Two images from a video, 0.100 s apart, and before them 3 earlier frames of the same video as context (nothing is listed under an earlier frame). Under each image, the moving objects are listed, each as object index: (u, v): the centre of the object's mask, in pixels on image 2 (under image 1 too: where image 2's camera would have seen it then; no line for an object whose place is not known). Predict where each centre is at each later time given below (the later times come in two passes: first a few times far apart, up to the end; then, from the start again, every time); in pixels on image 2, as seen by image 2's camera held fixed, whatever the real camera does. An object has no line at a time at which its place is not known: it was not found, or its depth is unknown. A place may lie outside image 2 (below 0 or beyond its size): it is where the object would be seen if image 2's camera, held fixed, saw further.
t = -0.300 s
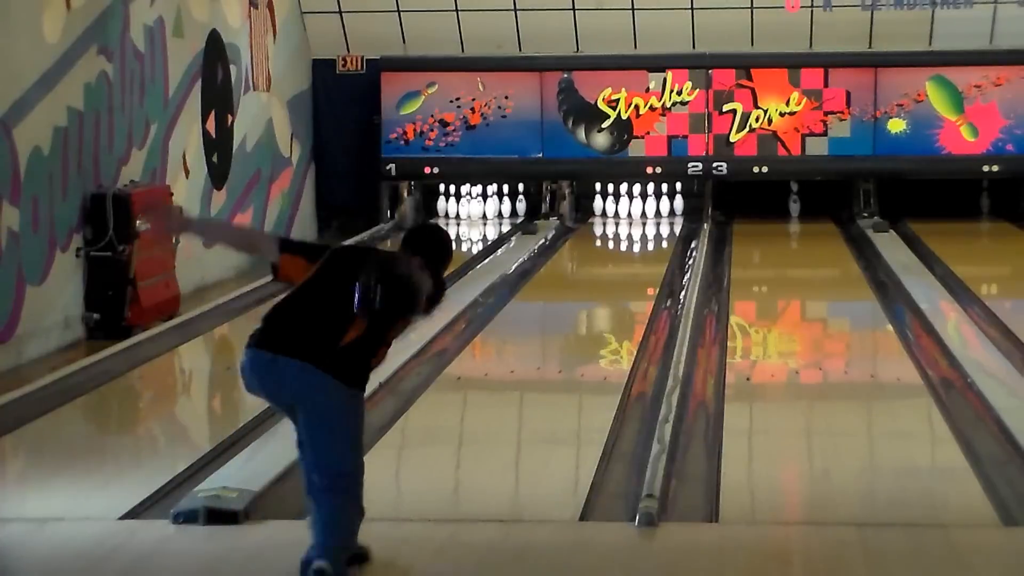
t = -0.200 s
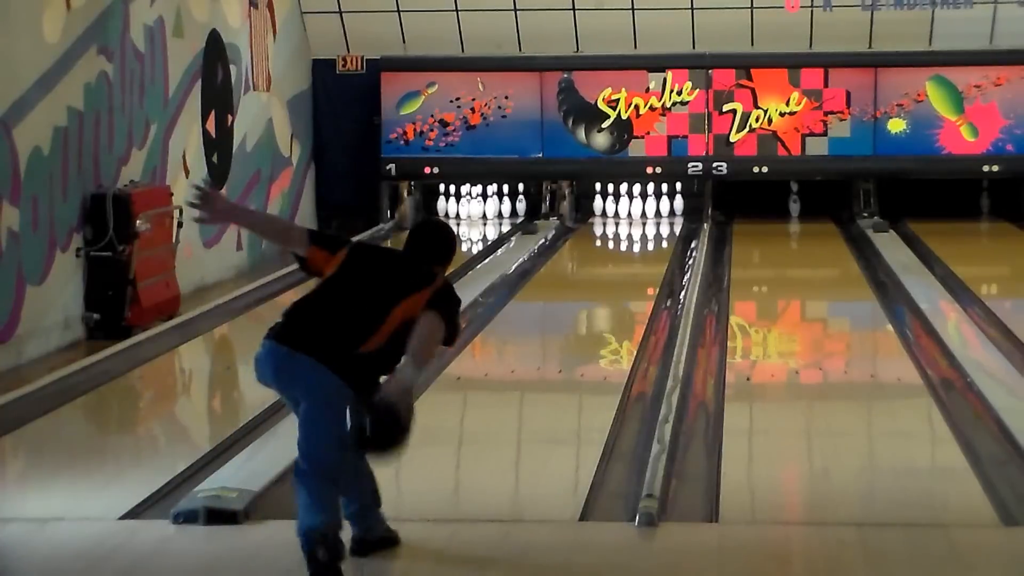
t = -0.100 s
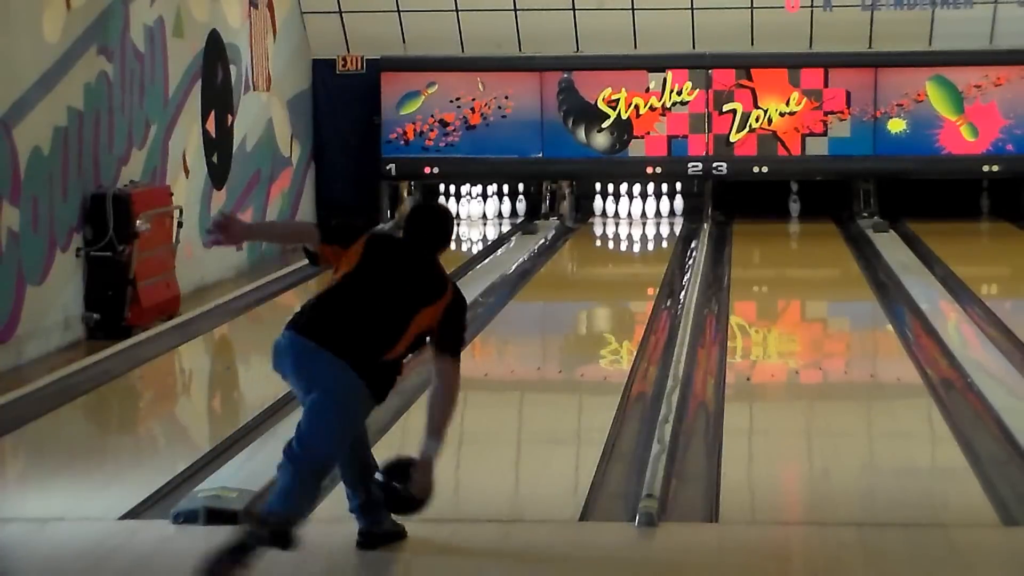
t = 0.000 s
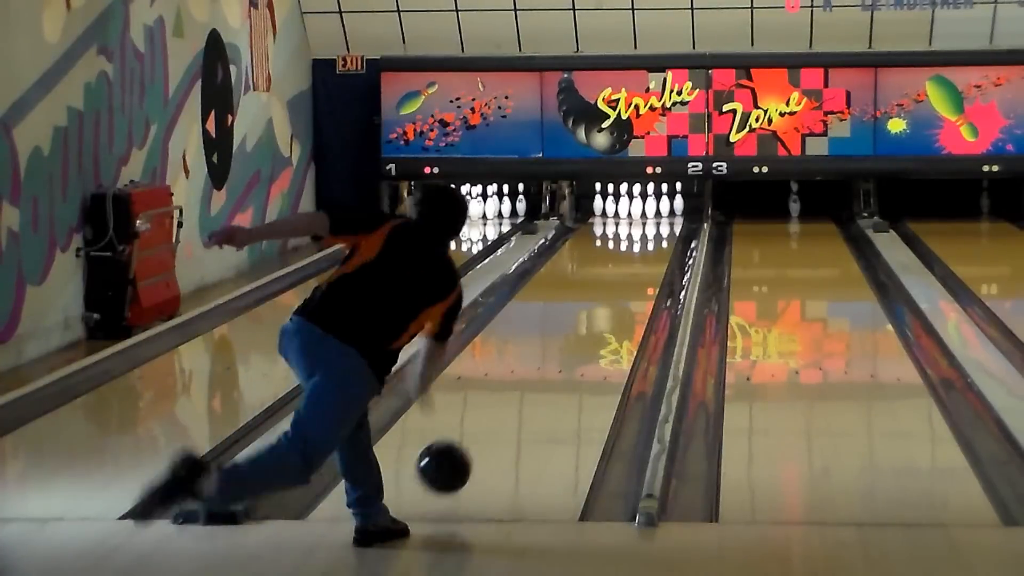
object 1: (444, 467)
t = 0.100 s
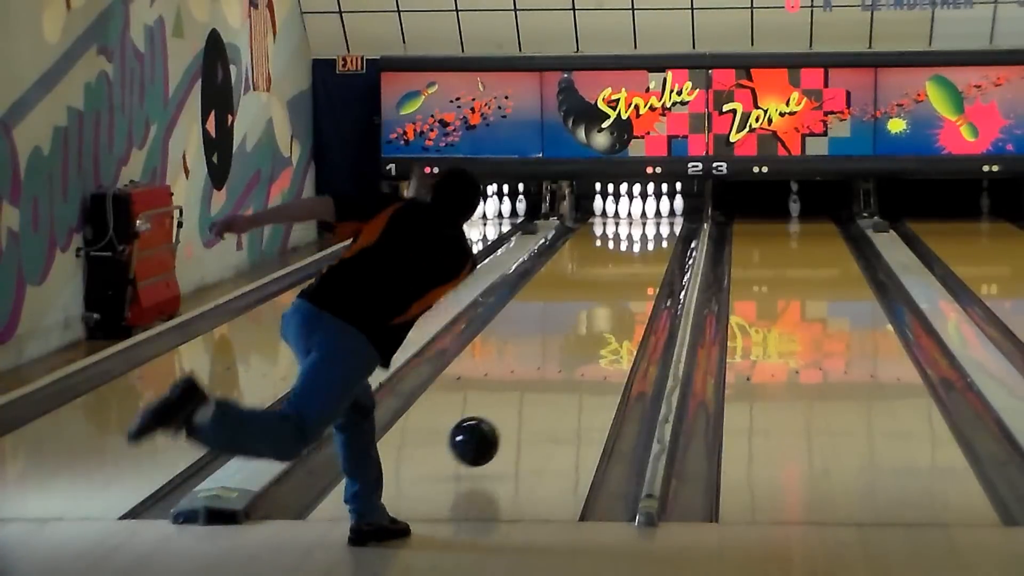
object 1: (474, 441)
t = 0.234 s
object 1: (508, 414)
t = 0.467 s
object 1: (552, 364)
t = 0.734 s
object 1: (589, 322)
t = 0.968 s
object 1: (612, 293)
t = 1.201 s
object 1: (630, 271)
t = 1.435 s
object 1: (643, 253)
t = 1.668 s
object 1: (651, 238)
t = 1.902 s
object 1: (652, 225)
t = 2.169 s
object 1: (647, 214)
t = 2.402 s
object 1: (645, 207)
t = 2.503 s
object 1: (648, 207)
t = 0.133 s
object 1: (483, 438)
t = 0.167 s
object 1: (492, 430)
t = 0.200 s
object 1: (500, 421)
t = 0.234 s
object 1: (508, 414)
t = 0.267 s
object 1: (515, 406)
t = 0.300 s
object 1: (522, 399)
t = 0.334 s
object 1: (529, 391)
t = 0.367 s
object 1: (535, 383)
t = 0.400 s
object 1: (541, 376)
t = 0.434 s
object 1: (547, 370)
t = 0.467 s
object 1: (552, 364)
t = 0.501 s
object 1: (558, 357)
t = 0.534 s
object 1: (563, 352)
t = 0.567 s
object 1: (568, 346)
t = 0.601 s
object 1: (572, 341)
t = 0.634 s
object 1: (576, 336)
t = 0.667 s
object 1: (581, 331)
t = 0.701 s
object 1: (585, 326)
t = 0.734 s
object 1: (589, 322)
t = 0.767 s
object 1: (593, 318)
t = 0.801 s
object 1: (596, 313)
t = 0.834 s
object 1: (599, 309)
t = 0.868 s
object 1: (603, 305)
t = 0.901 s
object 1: (606, 301)
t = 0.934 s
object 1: (609, 297)
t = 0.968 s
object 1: (612, 293)
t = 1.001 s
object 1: (615, 290)
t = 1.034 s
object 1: (618, 287)
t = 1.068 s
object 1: (620, 283)
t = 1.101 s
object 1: (623, 280)
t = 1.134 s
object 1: (625, 277)
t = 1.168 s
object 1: (627, 274)
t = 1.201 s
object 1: (630, 271)
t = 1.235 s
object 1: (632, 268)
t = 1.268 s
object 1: (634, 266)
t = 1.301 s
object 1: (636, 263)
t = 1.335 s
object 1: (637, 261)
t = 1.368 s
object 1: (639, 258)
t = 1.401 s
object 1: (641, 255)
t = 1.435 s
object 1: (643, 253)
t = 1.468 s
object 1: (644, 251)
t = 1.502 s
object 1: (646, 248)
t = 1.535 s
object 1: (648, 246)
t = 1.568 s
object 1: (648, 244)
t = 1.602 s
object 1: (650, 242)
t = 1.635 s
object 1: (650, 240)
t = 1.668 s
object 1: (651, 238)
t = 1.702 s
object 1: (652, 236)
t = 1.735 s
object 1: (652, 234)
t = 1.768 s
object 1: (652, 232)
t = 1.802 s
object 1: (653, 230)
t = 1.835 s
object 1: (653, 229)
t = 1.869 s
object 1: (653, 227)
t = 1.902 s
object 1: (652, 225)
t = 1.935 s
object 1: (653, 223)
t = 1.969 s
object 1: (652, 222)
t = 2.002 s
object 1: (652, 220)
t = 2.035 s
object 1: (651, 219)
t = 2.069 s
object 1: (651, 218)
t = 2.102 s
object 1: (649, 217)
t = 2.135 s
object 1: (648, 215)
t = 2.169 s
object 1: (647, 214)
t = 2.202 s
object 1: (645, 213)
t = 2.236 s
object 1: (644, 212)
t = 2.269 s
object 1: (644, 211)
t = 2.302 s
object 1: (645, 210)
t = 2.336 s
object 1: (644, 209)
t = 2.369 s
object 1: (644, 209)
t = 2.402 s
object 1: (645, 207)
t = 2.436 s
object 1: (645, 207)
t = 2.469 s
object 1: (646, 206)
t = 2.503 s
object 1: (648, 207)
